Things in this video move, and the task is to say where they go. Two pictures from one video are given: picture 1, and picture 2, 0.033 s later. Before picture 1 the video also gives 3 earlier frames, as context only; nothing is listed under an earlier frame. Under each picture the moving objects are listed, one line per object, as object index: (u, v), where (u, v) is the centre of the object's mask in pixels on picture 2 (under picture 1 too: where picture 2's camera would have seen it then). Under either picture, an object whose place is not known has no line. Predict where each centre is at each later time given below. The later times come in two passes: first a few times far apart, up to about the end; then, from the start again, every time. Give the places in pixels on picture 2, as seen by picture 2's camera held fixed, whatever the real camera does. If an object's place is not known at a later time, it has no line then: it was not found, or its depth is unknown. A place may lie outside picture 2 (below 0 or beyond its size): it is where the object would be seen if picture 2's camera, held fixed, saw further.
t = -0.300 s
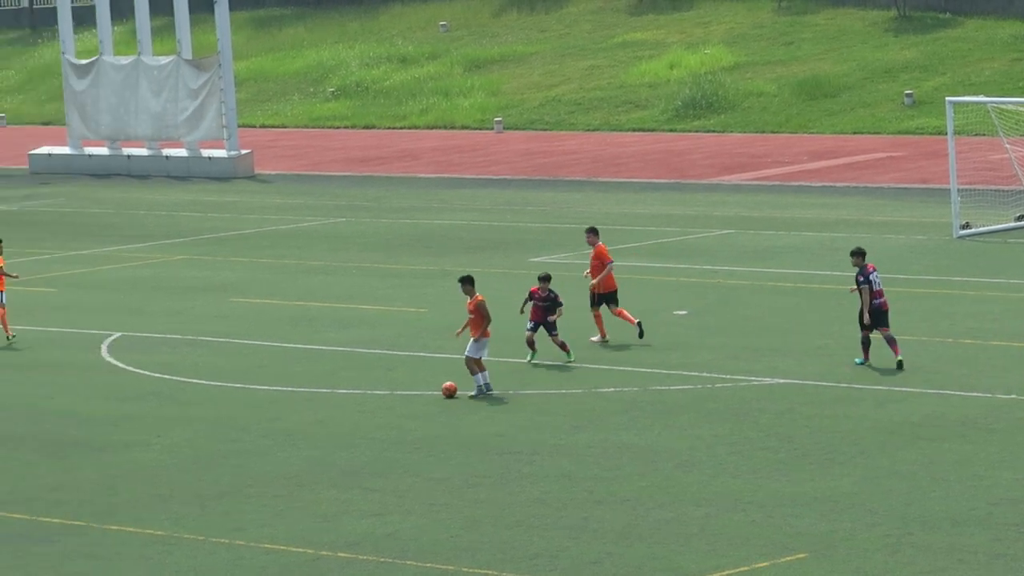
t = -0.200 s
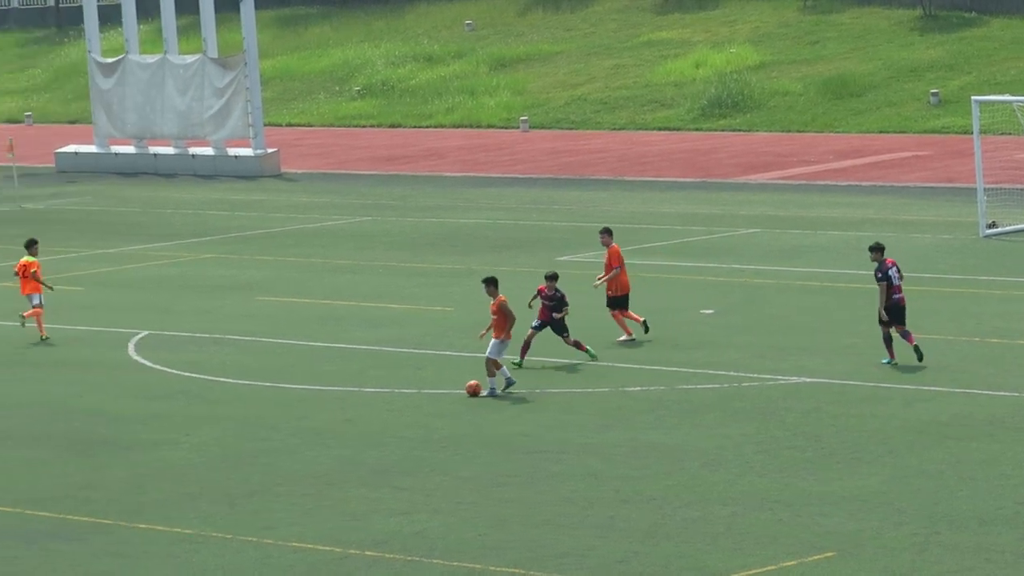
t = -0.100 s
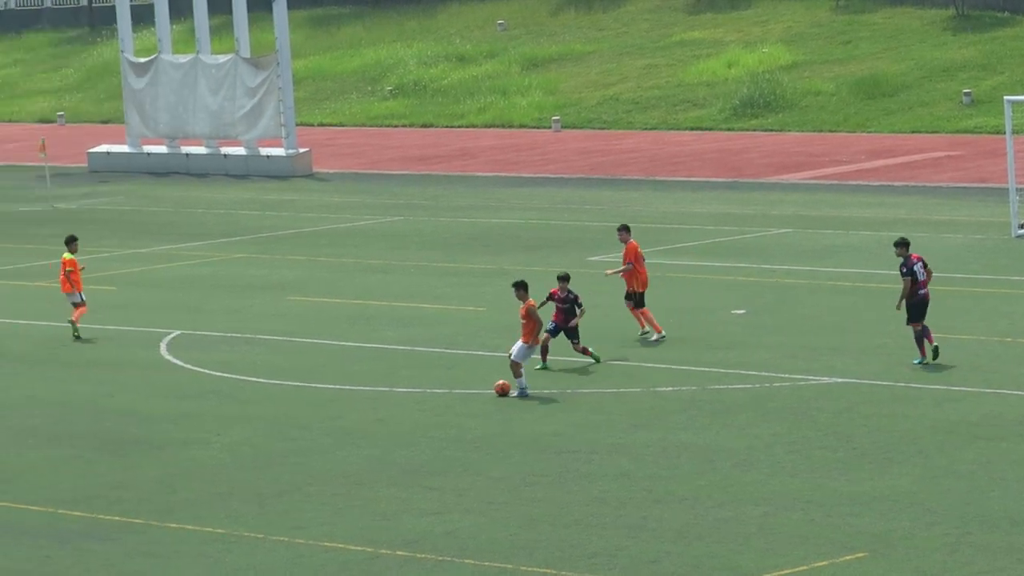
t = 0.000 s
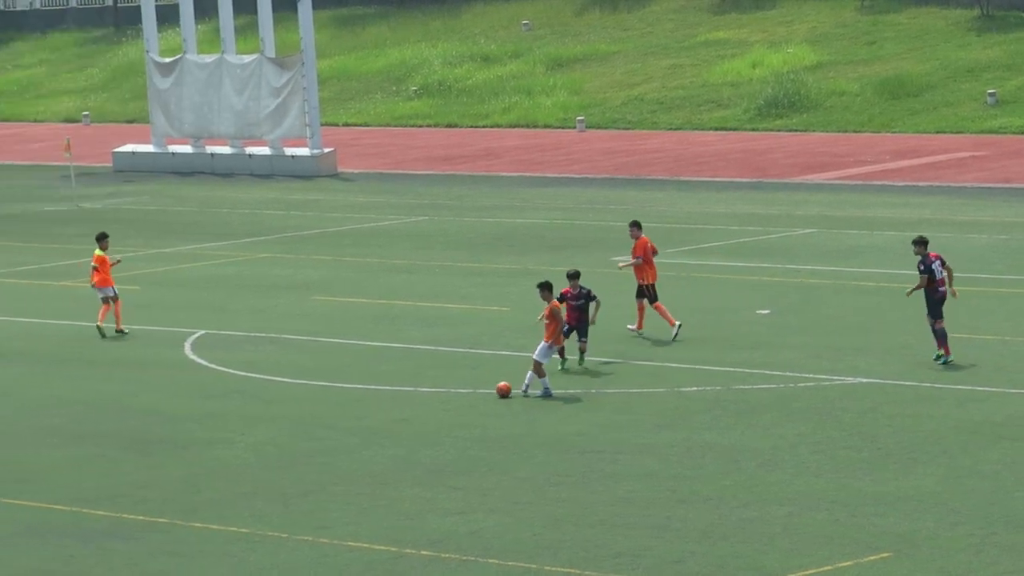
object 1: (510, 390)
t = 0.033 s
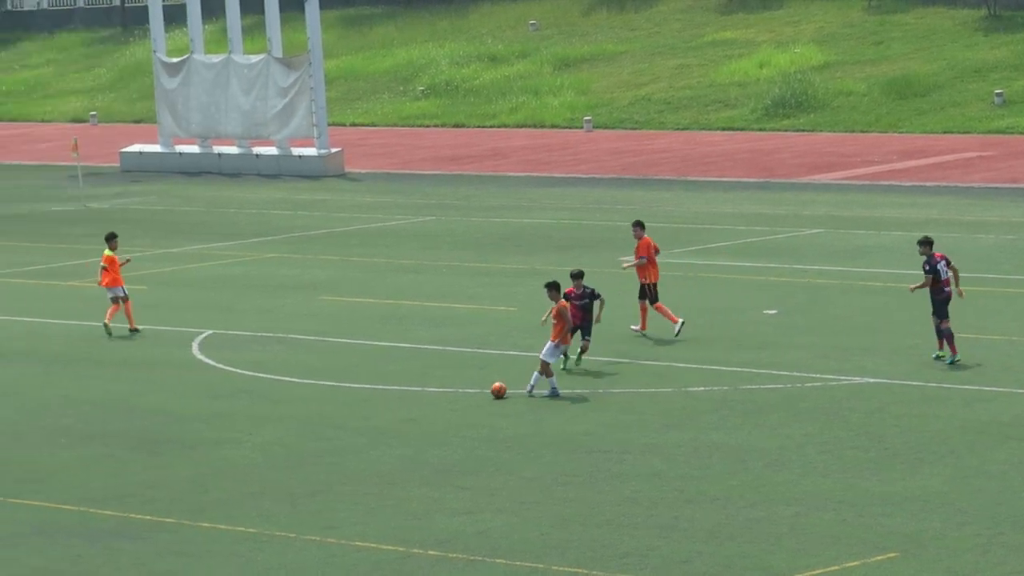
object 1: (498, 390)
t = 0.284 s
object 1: (422, 395)
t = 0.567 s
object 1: (354, 400)
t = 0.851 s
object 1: (290, 407)
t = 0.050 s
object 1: (492, 391)
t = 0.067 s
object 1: (487, 391)
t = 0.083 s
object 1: (481, 392)
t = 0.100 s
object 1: (475, 392)
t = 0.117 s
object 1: (470, 392)
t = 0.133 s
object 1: (465, 393)
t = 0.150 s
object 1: (459, 393)
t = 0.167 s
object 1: (454, 394)
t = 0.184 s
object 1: (449, 394)
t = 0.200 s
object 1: (445, 394)
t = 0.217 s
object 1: (440, 395)
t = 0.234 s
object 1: (435, 395)
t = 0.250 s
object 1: (431, 395)
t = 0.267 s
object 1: (427, 395)
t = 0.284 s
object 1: (422, 395)
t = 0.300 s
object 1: (418, 396)
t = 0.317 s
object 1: (414, 396)
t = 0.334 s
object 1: (410, 397)
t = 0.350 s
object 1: (406, 397)
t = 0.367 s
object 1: (402, 397)
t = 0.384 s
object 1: (398, 397)
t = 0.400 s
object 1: (394, 397)
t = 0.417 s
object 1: (390, 397)
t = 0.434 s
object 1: (386, 398)
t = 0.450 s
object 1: (382, 398)
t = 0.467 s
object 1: (378, 399)
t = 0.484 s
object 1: (374, 400)
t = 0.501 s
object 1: (370, 400)
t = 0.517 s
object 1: (367, 400)
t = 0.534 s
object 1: (362, 400)
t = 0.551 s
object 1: (358, 400)
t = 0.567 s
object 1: (354, 400)
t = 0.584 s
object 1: (351, 400)
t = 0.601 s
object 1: (347, 401)
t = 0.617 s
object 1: (343, 401)
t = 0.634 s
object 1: (339, 403)
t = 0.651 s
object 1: (335, 404)
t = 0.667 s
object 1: (332, 404)
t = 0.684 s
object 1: (328, 403)
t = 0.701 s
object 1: (324, 403)
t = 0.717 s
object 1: (321, 403)
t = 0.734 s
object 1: (316, 404)
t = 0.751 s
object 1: (313, 405)
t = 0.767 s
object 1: (309, 405)
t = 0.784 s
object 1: (305, 406)
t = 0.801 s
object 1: (301, 406)
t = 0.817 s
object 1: (297, 406)
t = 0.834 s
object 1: (294, 406)
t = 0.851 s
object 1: (290, 407)
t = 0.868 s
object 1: (286, 407)
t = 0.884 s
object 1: (282, 408)
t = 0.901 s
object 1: (279, 408)
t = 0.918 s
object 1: (275, 408)
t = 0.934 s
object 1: (271, 408)
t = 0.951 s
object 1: (267, 408)
